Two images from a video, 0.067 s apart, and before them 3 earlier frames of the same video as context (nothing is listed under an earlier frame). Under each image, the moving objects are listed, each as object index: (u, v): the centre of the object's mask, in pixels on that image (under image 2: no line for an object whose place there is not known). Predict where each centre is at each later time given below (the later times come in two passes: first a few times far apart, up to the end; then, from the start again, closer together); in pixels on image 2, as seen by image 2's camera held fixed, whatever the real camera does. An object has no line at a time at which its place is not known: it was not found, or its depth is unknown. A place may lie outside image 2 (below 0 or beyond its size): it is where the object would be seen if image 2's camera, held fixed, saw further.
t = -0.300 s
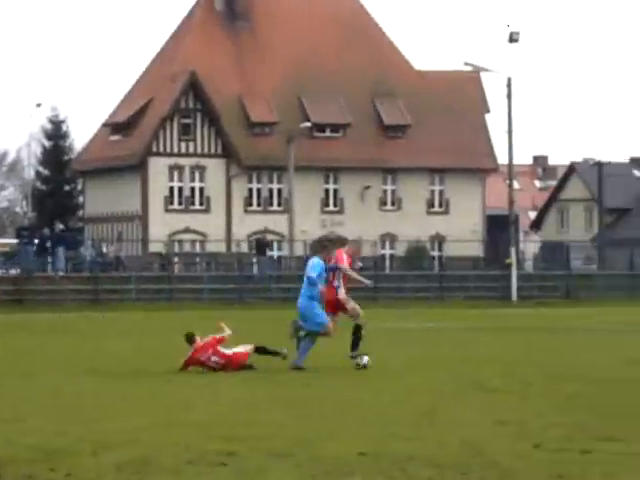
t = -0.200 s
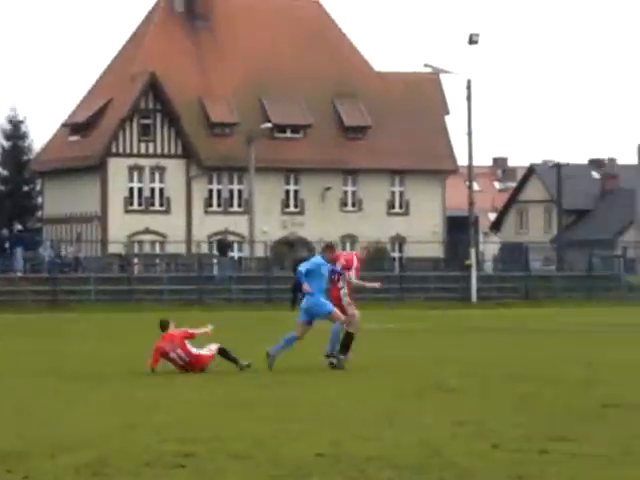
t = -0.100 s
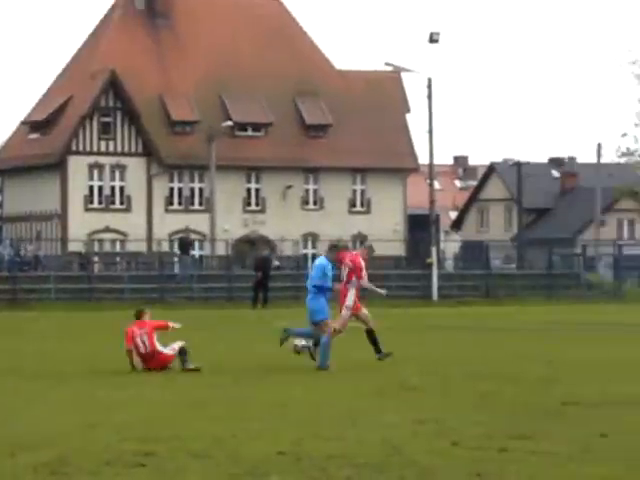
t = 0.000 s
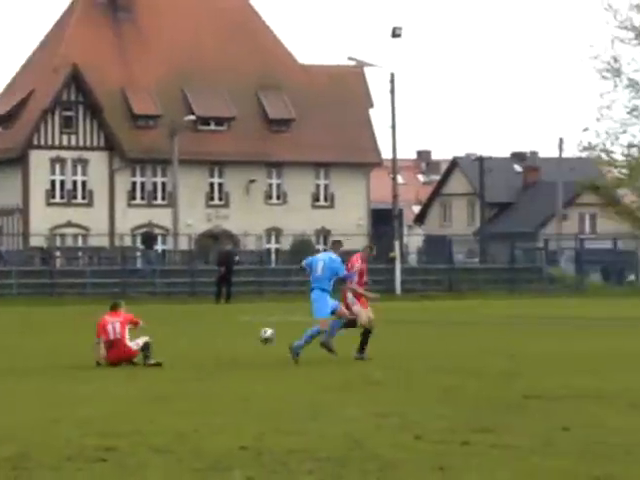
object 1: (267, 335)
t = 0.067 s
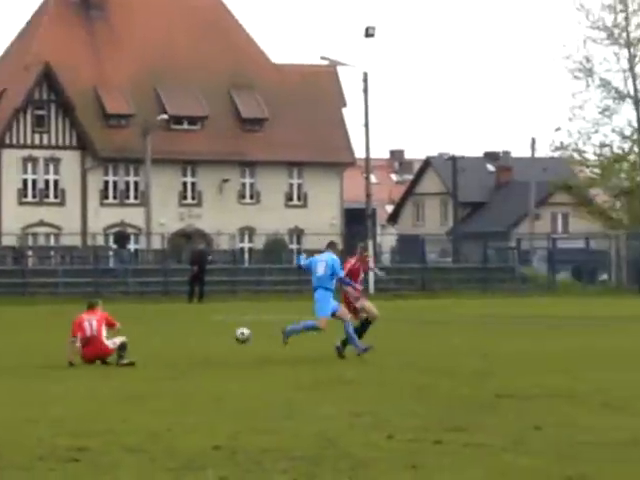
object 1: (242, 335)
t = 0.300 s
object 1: (252, 353)
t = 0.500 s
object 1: (263, 345)
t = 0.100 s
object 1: (244, 336)
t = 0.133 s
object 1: (245, 339)
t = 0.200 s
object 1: (247, 345)
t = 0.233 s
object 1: (249, 349)
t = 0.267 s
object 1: (250, 355)
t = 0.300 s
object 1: (252, 353)
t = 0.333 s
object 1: (254, 349)
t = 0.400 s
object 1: (257, 345)
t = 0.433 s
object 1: (259, 345)
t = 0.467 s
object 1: (261, 345)
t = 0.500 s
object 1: (263, 345)
